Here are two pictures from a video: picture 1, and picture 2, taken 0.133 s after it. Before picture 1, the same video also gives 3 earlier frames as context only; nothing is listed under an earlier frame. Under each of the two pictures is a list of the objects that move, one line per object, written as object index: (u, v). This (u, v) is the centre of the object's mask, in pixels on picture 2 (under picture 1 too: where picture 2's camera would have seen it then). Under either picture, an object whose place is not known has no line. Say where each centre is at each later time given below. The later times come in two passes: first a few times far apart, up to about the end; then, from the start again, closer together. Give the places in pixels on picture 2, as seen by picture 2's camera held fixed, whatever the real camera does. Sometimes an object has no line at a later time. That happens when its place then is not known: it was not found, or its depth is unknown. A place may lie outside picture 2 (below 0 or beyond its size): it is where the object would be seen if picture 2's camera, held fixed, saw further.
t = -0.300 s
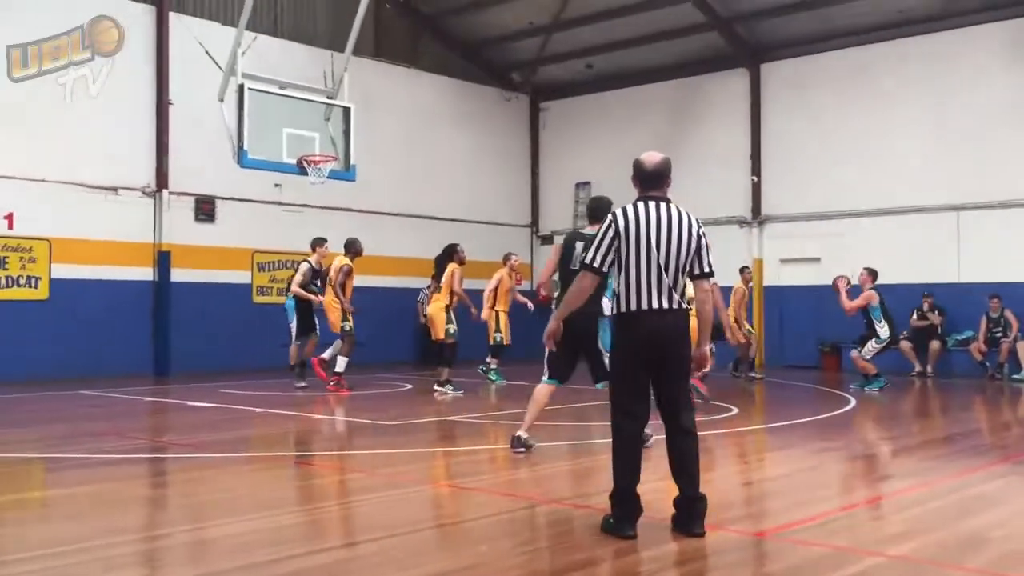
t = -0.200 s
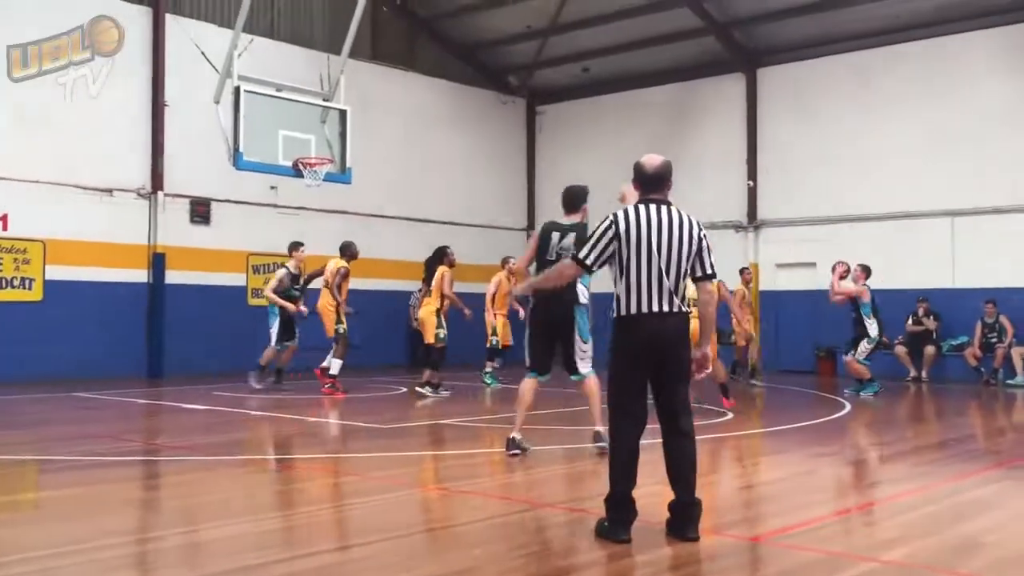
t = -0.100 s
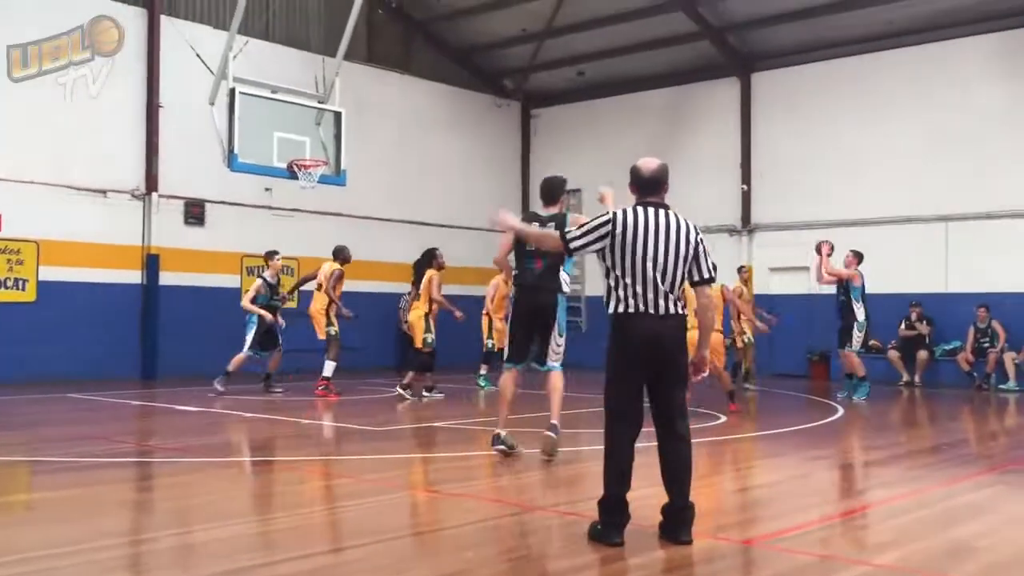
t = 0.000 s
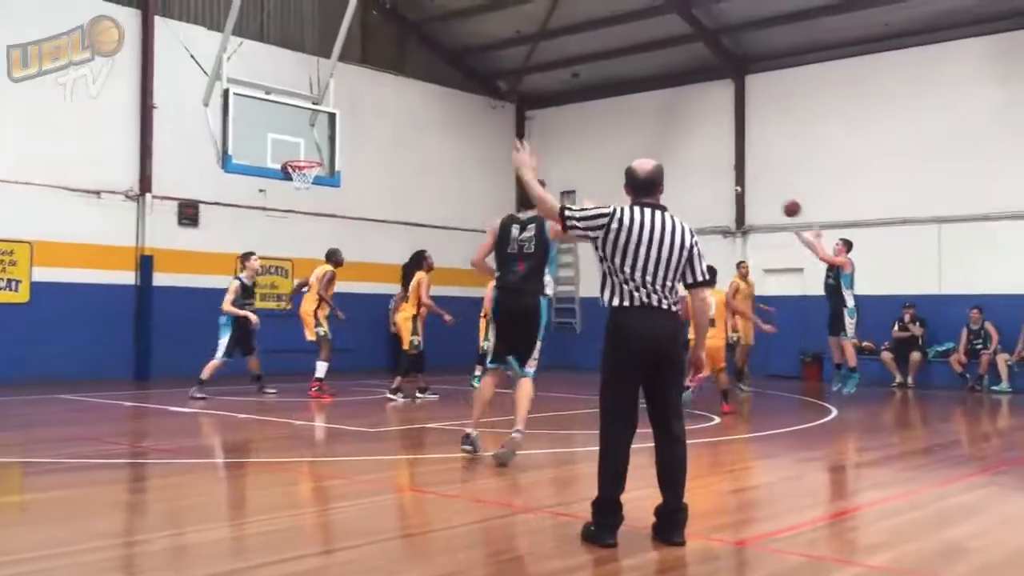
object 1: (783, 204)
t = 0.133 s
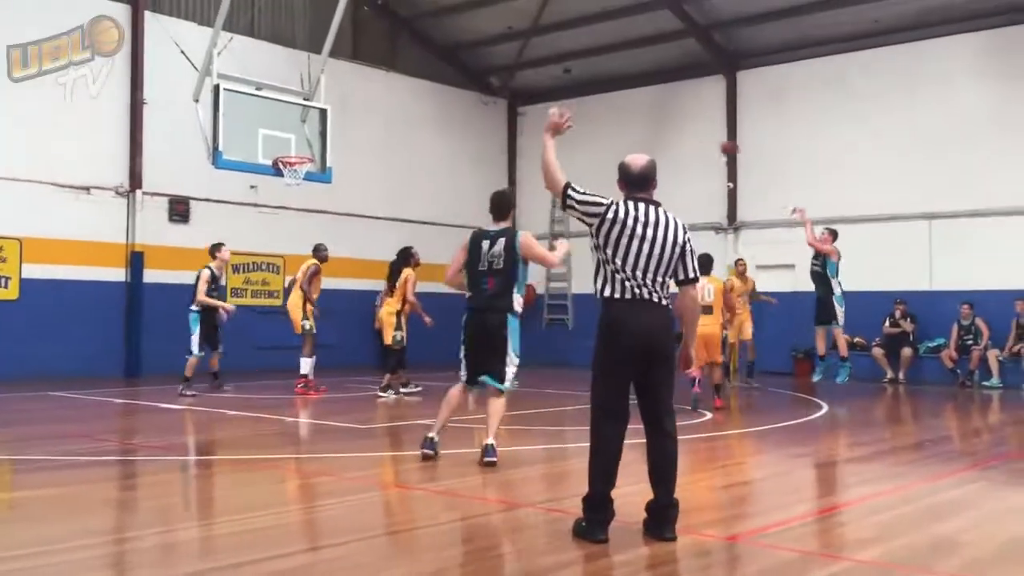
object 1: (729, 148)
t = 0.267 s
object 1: (676, 104)
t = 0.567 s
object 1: (555, 48)
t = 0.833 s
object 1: (450, 56)
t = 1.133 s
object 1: (331, 127)
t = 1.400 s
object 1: (262, 135)
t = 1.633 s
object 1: (275, 136)
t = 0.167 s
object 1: (716, 136)
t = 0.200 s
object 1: (703, 124)
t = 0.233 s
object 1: (689, 114)
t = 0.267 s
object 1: (676, 104)
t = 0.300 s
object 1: (662, 94)
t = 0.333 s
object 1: (648, 87)
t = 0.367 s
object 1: (635, 78)
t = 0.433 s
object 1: (608, 66)
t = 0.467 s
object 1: (595, 61)
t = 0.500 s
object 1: (581, 57)
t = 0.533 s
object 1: (569, 52)
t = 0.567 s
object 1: (555, 48)
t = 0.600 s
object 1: (543, 47)
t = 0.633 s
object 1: (529, 46)
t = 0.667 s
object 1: (518, 45)
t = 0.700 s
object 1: (504, 45)
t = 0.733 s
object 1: (490, 47)
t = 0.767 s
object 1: (478, 49)
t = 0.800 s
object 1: (463, 51)
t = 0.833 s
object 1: (450, 56)
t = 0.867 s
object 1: (436, 60)
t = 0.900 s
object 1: (423, 63)
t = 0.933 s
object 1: (410, 72)
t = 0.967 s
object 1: (397, 80)
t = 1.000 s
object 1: (383, 88)
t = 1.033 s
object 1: (369, 96)
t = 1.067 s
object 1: (356, 105)
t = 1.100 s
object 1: (343, 115)
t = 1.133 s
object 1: (331, 127)
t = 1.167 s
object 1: (316, 138)
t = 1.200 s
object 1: (304, 149)
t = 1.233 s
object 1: (297, 145)
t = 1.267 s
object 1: (289, 142)
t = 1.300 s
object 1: (281, 139)
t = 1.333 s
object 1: (274, 138)
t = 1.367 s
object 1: (266, 136)
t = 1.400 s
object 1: (262, 135)
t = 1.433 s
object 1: (264, 133)
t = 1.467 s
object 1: (265, 131)
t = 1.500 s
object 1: (267, 131)
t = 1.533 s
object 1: (269, 131)
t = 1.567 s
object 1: (271, 132)
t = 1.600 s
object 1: (273, 134)
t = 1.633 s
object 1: (275, 136)
